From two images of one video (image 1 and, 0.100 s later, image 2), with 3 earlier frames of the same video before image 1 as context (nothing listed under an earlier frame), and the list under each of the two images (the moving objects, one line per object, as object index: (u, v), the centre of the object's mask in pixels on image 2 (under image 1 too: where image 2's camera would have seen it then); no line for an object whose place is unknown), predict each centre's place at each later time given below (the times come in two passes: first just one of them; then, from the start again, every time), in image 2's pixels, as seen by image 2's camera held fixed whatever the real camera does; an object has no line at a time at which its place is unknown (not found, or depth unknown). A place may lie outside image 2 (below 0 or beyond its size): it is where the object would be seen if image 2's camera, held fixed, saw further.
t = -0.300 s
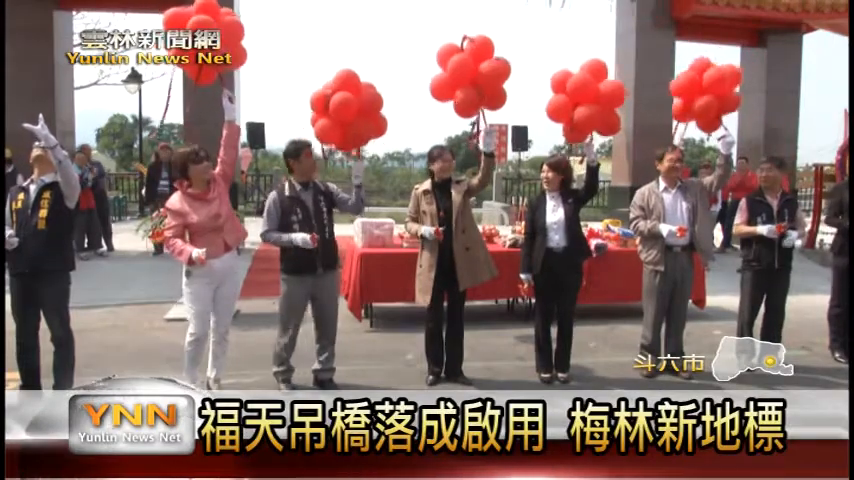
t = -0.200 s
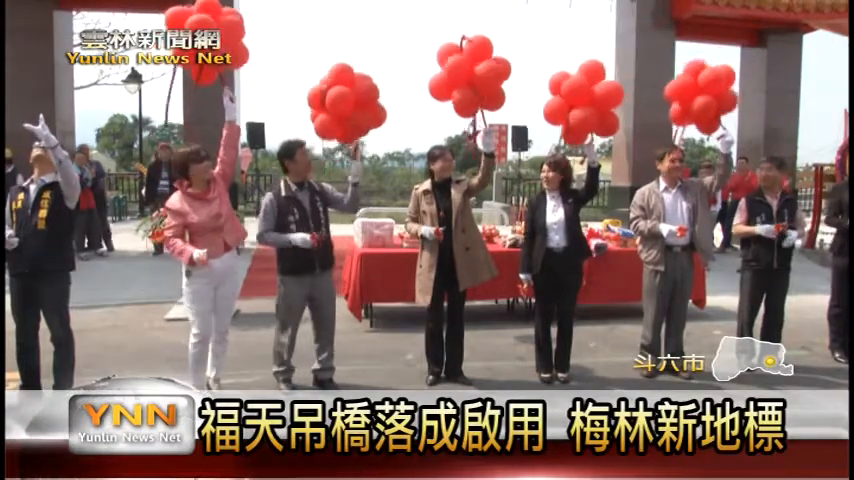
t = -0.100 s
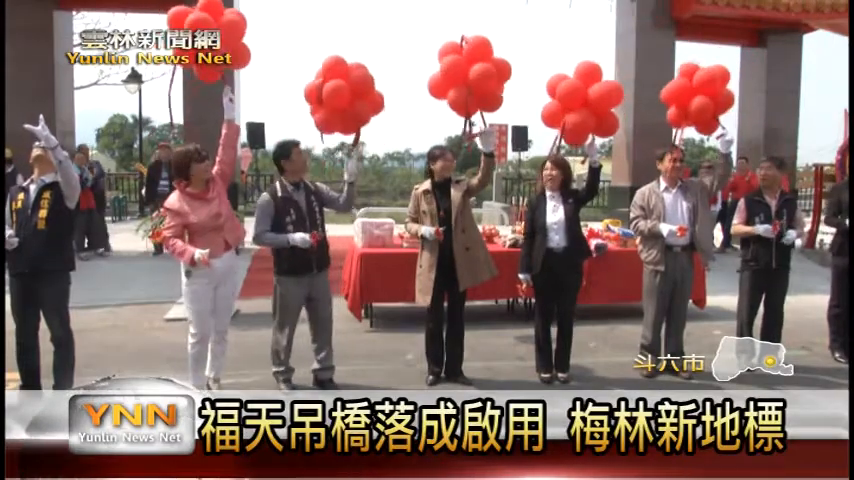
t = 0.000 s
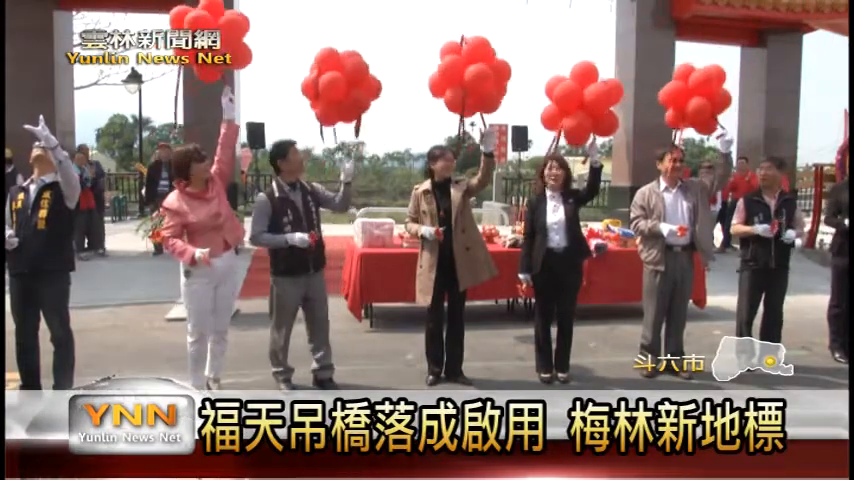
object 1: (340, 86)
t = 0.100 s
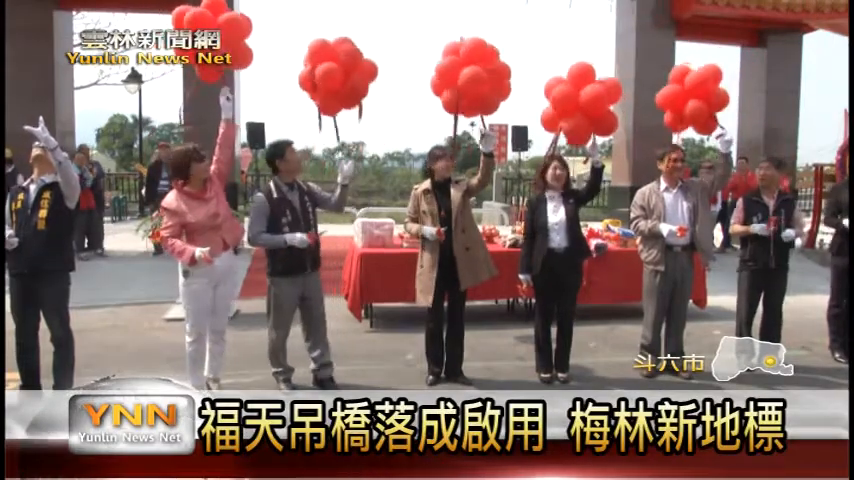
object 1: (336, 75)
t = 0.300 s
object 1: (328, 50)
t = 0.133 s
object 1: (335, 71)
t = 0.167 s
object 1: (334, 68)
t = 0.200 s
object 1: (332, 62)
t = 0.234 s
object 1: (331, 59)
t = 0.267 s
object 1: (329, 53)
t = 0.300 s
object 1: (328, 50)
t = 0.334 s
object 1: (325, 43)
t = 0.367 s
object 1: (324, 40)
